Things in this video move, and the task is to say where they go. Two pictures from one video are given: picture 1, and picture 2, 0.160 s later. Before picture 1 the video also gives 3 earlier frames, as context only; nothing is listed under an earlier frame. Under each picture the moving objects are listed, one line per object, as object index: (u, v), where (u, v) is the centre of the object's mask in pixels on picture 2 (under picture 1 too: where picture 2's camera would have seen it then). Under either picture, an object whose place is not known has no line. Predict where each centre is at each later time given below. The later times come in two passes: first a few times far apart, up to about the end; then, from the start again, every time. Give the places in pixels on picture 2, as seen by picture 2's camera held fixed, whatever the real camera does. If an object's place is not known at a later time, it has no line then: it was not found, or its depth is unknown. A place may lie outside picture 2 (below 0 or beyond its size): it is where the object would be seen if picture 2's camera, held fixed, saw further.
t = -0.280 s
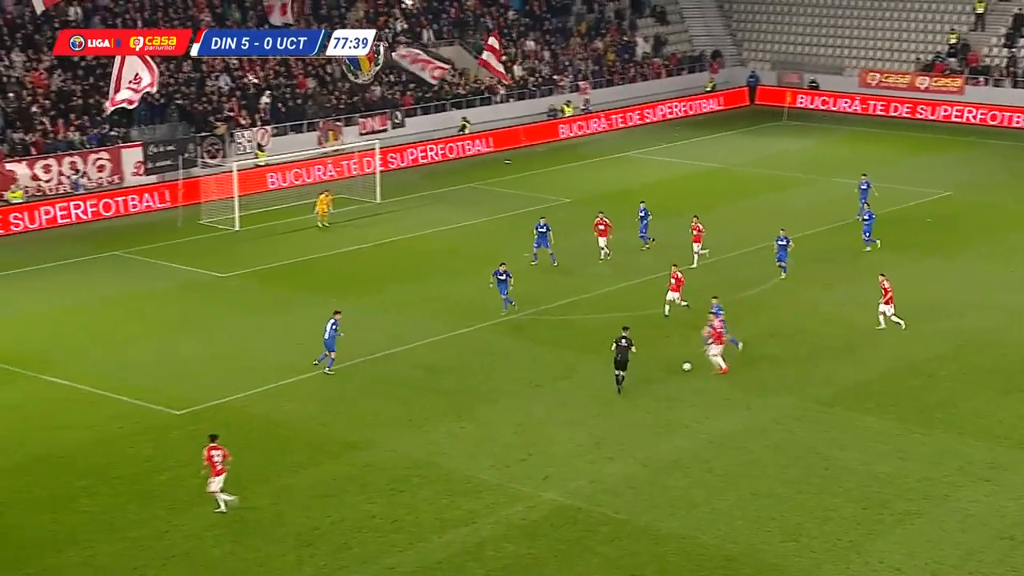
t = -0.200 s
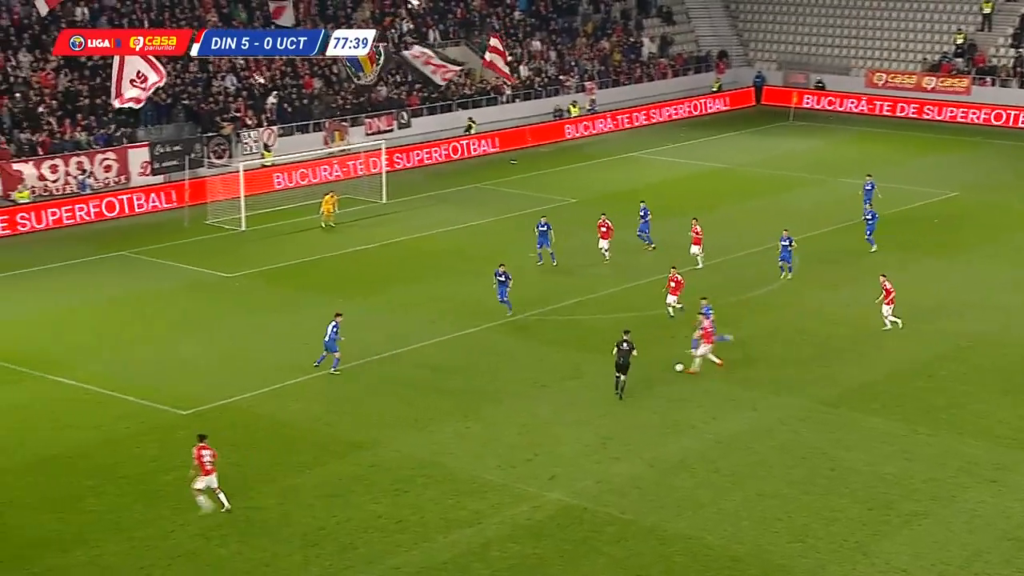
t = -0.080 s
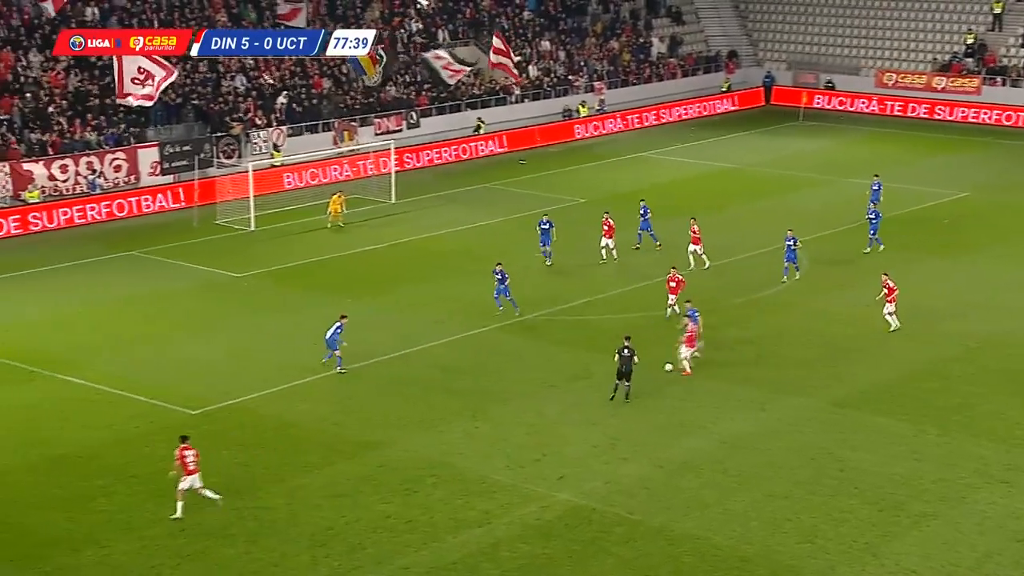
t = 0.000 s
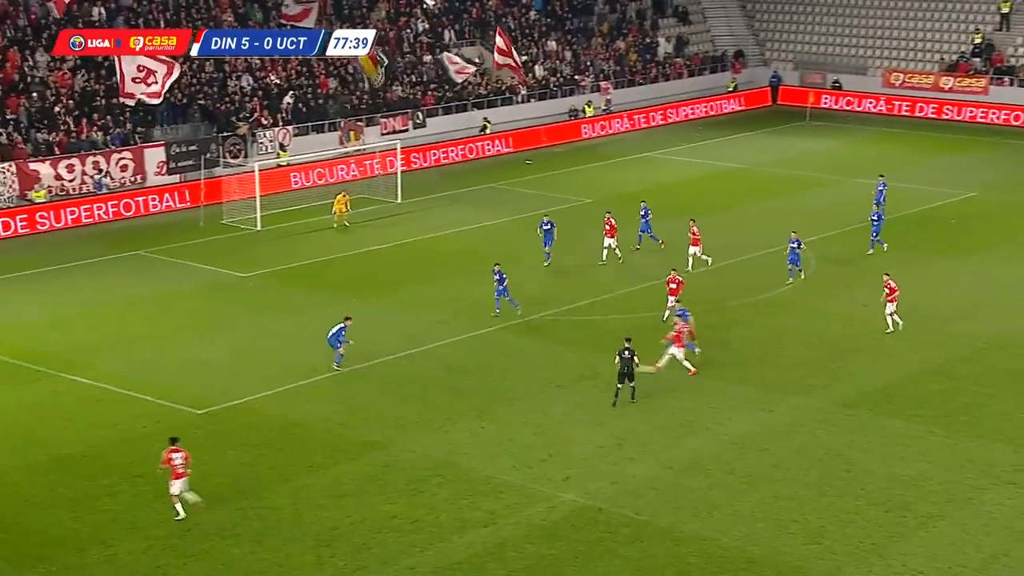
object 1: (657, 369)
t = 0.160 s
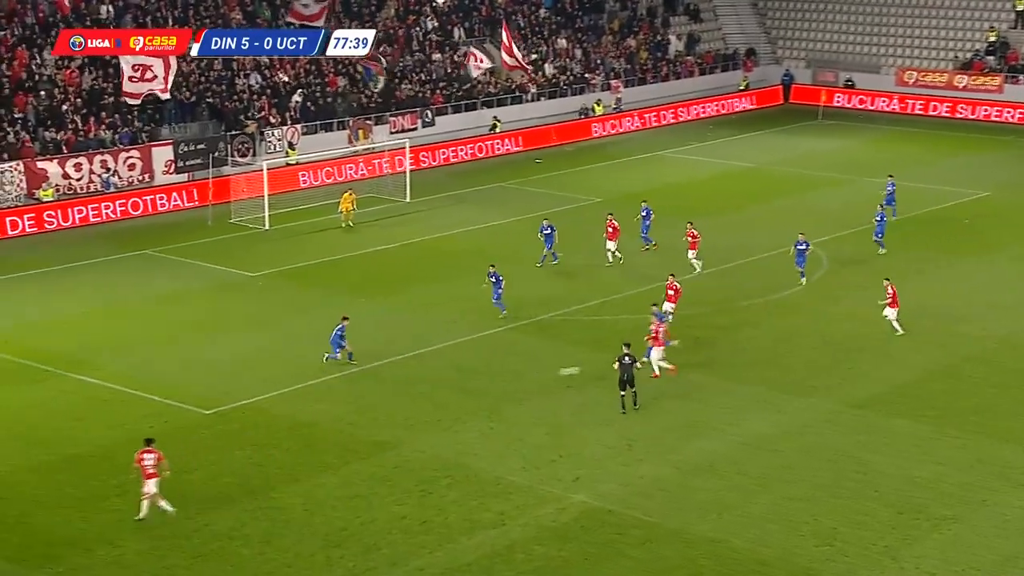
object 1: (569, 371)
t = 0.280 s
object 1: (505, 380)
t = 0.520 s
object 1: (385, 393)
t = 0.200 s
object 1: (548, 373)
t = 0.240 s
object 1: (526, 376)
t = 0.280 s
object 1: (505, 380)
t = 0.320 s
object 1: (483, 385)
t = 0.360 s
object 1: (463, 388)
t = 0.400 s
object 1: (443, 388)
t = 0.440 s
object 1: (424, 389)
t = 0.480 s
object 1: (405, 390)
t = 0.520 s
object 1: (385, 393)
